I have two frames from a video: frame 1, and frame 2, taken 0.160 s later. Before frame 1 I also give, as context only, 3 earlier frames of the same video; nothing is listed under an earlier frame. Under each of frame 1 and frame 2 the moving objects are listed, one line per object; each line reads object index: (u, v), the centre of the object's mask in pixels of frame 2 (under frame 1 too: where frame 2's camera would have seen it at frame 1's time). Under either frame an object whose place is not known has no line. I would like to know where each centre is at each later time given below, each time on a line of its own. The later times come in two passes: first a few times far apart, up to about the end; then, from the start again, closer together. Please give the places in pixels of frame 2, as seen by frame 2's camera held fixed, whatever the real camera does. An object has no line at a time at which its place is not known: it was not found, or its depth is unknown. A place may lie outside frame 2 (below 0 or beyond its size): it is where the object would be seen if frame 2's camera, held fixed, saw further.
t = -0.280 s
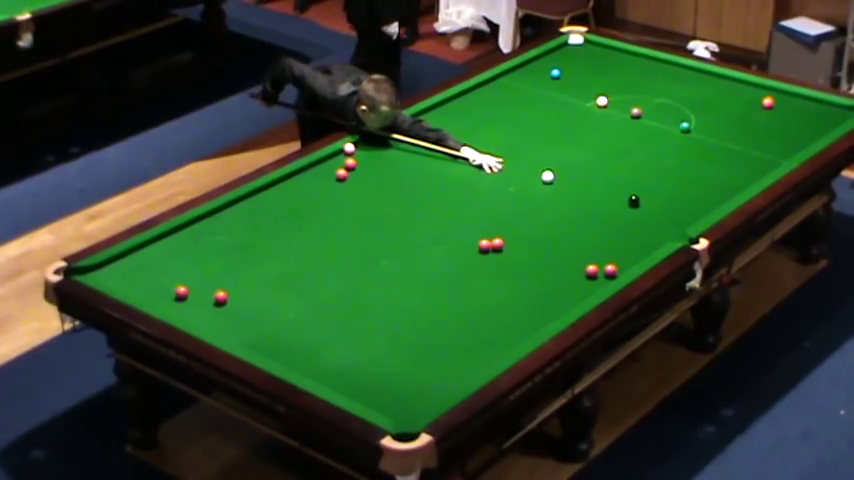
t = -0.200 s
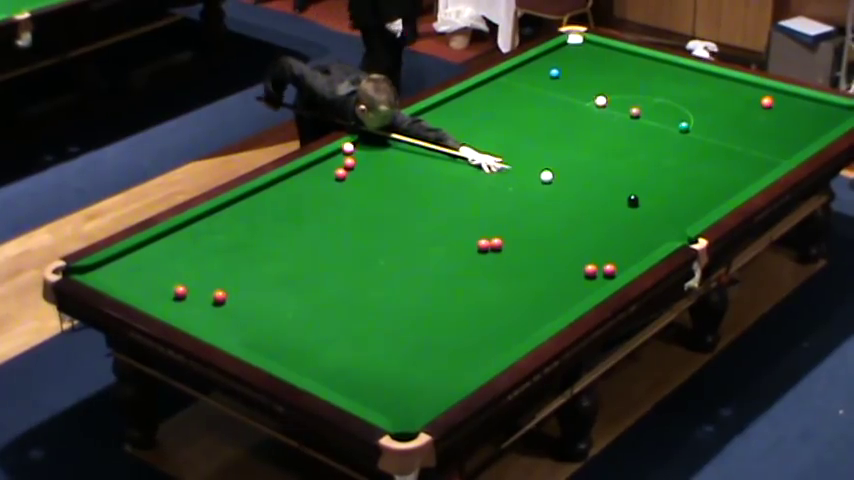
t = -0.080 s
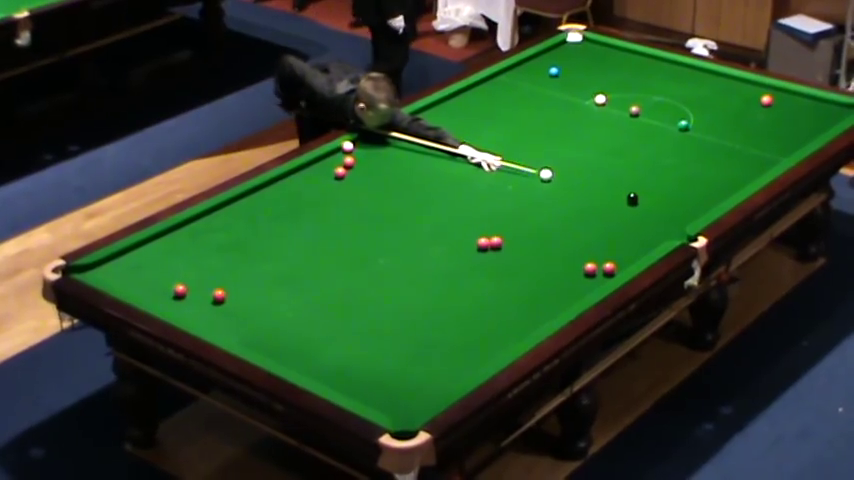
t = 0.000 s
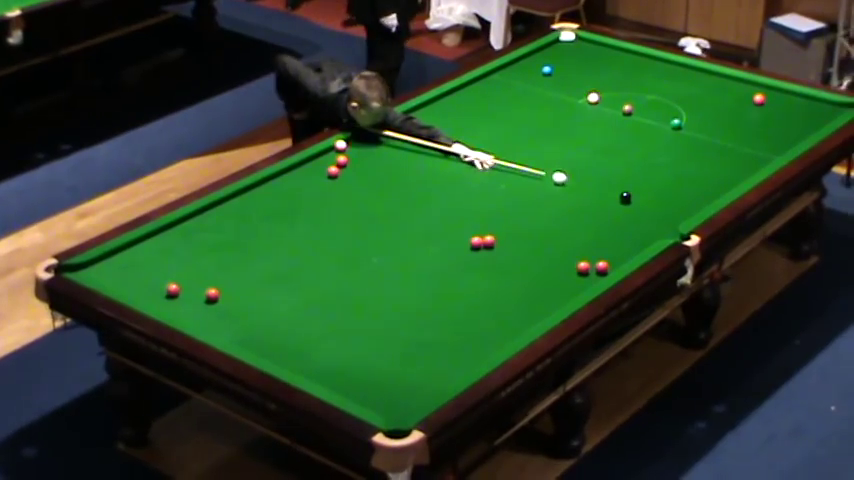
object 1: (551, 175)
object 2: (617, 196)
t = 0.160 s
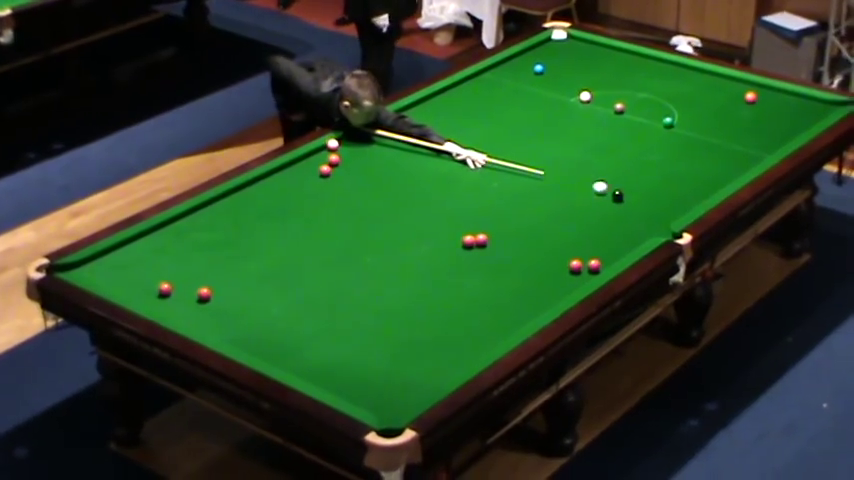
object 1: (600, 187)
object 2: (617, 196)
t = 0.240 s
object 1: (618, 187)
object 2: (621, 199)
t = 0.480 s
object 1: (663, 185)
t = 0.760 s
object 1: (714, 182)
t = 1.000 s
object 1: (725, 171)
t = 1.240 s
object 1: (721, 156)
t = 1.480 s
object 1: (718, 143)
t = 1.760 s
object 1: (715, 129)
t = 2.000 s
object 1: (713, 118)
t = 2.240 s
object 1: (712, 108)
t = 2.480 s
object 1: (709, 98)
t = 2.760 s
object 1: (708, 88)
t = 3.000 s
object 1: (707, 80)
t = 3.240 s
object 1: (706, 72)
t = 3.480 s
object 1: (697, 71)
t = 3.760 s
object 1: (682, 73)
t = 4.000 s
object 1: (672, 74)
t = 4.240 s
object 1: (664, 75)
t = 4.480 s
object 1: (656, 76)
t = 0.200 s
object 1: (610, 188)
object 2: (617, 196)
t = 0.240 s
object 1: (618, 187)
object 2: (621, 199)
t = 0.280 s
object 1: (626, 188)
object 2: (625, 202)
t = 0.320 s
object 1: (633, 187)
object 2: (628, 205)
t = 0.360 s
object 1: (640, 186)
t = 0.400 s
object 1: (648, 186)
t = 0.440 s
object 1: (655, 186)
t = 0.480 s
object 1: (663, 185)
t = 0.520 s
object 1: (670, 185)
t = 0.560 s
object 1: (678, 184)
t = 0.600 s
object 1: (685, 184)
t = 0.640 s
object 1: (693, 184)
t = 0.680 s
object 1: (700, 183)
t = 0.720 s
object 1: (707, 183)
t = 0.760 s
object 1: (714, 182)
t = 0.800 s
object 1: (721, 181)
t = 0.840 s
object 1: (727, 180)
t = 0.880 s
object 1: (726, 178)
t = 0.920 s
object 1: (725, 176)
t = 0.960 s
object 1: (725, 173)
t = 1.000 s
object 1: (725, 171)
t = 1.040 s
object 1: (724, 168)
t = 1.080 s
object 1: (723, 166)
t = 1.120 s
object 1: (723, 163)
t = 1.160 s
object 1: (722, 161)
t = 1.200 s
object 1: (722, 159)
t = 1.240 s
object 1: (721, 156)
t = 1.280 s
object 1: (721, 154)
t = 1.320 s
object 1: (720, 152)
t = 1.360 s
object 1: (719, 150)
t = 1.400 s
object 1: (719, 148)
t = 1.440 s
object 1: (719, 146)
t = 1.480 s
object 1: (718, 143)
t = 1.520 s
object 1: (717, 142)
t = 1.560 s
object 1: (717, 140)
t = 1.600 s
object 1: (717, 137)
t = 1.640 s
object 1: (716, 135)
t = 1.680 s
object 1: (716, 133)
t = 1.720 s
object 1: (715, 131)
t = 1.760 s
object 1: (715, 129)
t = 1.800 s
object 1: (715, 127)
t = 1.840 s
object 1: (714, 126)
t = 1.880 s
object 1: (714, 124)
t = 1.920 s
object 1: (714, 122)
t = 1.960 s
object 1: (713, 120)
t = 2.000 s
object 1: (713, 118)
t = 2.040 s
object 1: (712, 116)
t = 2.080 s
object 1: (712, 115)
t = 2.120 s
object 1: (712, 113)
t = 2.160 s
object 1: (712, 111)
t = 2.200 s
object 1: (712, 109)
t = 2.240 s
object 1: (712, 108)
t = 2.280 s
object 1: (711, 106)
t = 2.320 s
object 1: (710, 105)
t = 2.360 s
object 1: (710, 103)
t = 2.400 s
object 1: (710, 101)
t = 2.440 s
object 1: (710, 100)
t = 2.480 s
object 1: (709, 98)
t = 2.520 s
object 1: (709, 97)
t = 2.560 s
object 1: (709, 95)
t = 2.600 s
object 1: (708, 94)
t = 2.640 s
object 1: (708, 93)
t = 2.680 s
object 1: (708, 91)
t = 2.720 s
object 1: (708, 89)
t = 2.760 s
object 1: (708, 88)
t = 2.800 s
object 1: (707, 86)
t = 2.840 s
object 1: (707, 85)
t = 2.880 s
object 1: (707, 84)
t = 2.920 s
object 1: (707, 83)
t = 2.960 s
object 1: (706, 81)
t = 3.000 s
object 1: (707, 80)
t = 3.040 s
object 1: (706, 79)
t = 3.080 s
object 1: (706, 78)
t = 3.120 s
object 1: (706, 76)
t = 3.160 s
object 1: (706, 75)
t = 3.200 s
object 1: (706, 74)
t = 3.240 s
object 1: (706, 72)
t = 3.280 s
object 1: (706, 71)
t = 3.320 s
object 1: (705, 71)
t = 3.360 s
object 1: (703, 71)
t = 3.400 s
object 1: (701, 71)
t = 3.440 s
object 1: (699, 71)
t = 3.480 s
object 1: (697, 71)
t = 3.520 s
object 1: (694, 71)
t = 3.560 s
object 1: (692, 72)
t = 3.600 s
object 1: (690, 72)
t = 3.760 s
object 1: (682, 73)
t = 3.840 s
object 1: (679, 73)
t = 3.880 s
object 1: (677, 74)
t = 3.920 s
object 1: (676, 74)
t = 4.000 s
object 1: (672, 74)
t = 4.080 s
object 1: (669, 74)
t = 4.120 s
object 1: (668, 75)
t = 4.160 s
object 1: (667, 75)
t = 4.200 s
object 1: (665, 75)
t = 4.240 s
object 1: (664, 75)
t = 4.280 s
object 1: (663, 75)
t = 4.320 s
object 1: (661, 75)
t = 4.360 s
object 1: (660, 75)
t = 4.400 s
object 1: (659, 75)
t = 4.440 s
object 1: (658, 76)
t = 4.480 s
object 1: (656, 76)
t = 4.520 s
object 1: (655, 76)
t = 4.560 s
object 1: (653, 76)
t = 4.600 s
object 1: (653, 76)
